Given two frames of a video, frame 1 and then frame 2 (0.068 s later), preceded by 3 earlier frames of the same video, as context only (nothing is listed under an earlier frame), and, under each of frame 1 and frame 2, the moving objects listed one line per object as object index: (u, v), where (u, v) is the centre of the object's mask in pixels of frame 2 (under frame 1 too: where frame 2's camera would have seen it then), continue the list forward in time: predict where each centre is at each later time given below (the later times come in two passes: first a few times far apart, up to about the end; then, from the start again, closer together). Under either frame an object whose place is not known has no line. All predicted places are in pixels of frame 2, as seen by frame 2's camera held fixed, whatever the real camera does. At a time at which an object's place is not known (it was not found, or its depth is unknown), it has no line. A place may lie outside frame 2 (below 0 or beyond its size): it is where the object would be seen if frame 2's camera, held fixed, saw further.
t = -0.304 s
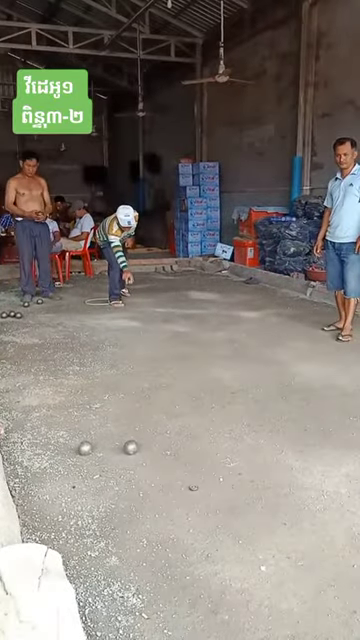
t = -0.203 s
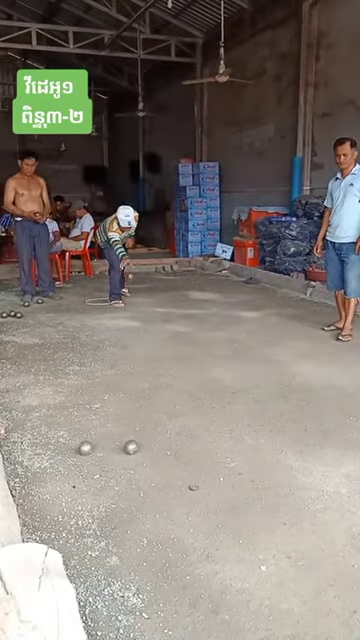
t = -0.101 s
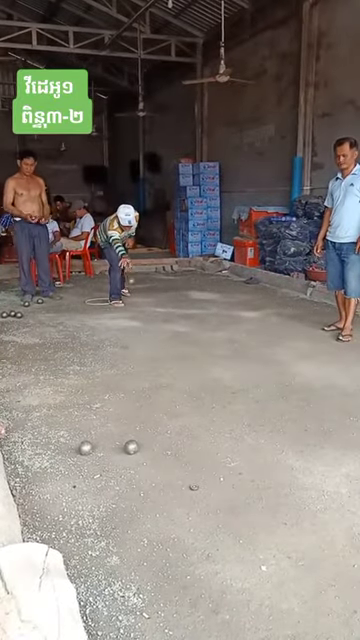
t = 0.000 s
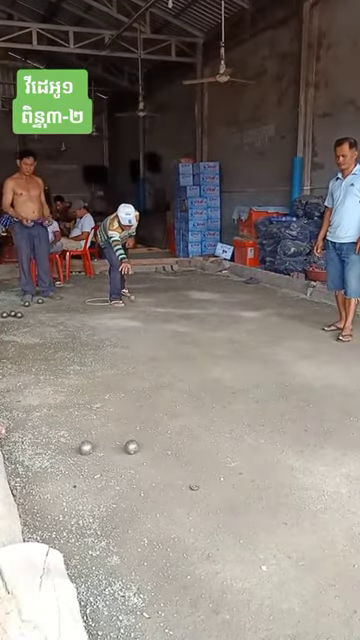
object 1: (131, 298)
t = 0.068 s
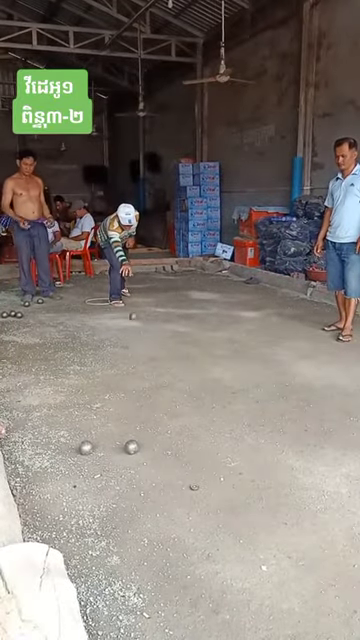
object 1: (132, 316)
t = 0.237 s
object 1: (135, 351)
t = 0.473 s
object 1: (135, 365)
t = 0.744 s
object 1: (139, 382)
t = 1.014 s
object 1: (143, 398)
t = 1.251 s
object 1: (152, 412)
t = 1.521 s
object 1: (165, 426)
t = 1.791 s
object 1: (176, 438)
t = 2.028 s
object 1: (184, 448)
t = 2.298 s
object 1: (194, 457)
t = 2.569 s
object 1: (199, 466)
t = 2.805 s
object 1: (200, 472)
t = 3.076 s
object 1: (203, 479)
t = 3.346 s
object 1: (203, 484)
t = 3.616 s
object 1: (202, 487)
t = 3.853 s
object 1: (203, 486)
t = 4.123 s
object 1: (203, 485)
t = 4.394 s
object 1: (203, 485)
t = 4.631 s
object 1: (203, 485)
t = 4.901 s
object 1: (203, 486)
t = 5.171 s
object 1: (203, 486)
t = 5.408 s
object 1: (204, 486)
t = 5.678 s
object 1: (203, 486)
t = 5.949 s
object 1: (204, 486)
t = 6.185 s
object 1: (203, 486)
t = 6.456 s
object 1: (203, 486)
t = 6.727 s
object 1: (203, 486)
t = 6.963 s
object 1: (203, 486)
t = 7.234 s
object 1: (204, 486)
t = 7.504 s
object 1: (203, 486)
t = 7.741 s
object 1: (204, 486)
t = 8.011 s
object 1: (203, 486)
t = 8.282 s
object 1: (203, 486)
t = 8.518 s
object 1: (203, 486)
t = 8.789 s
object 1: (203, 486)
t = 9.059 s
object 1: (203, 486)
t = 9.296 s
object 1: (203, 486)
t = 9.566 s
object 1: (204, 486)
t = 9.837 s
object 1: (204, 486)
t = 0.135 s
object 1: (133, 342)
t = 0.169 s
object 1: (134, 345)
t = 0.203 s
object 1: (134, 348)
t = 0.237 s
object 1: (135, 351)
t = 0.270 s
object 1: (135, 353)
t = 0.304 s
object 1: (135, 355)
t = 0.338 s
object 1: (135, 357)
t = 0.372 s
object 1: (135, 359)
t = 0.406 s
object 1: (135, 361)
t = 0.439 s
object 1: (135, 363)
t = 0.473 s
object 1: (135, 365)
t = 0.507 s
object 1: (135, 367)
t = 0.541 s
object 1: (136, 369)
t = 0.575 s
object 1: (136, 371)
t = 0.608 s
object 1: (136, 373)
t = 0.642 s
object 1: (137, 375)
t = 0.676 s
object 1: (138, 377)
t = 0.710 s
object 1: (138, 380)
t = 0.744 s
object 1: (139, 382)
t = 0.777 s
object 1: (139, 383)
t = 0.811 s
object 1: (139, 384)
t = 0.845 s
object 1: (140, 387)
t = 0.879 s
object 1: (140, 391)
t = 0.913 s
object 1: (140, 393)
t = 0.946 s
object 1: (141, 393)
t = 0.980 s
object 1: (142, 394)
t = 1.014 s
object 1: (143, 398)
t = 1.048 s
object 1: (144, 401)
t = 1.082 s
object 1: (145, 402)
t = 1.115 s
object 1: (146, 405)
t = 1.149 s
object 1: (147, 406)
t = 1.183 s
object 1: (149, 408)
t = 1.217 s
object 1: (151, 410)
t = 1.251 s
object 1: (152, 412)
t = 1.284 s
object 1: (154, 414)
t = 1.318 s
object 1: (156, 415)
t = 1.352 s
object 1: (157, 417)
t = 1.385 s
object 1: (158, 419)
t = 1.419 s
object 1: (160, 421)
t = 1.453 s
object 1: (161, 422)
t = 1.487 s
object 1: (163, 425)
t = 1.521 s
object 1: (165, 426)
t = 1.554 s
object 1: (167, 427)
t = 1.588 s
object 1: (168, 429)
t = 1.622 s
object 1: (169, 431)
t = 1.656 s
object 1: (170, 432)
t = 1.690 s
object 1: (172, 434)
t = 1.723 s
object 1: (173, 435)
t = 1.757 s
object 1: (174, 437)
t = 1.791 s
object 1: (176, 438)
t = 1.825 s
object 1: (177, 440)
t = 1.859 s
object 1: (178, 441)
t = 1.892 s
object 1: (179, 443)
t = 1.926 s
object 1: (181, 444)
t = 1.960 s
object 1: (182, 445)
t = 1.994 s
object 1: (183, 446)
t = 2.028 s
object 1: (184, 448)
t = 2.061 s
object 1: (186, 449)
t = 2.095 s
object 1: (187, 451)
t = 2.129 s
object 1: (188, 452)
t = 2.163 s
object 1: (189, 453)
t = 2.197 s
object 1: (190, 454)
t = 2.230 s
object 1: (192, 455)
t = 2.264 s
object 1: (193, 456)
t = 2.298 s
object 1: (194, 457)
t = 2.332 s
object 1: (195, 459)
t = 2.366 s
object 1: (196, 459)
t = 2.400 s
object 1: (197, 460)
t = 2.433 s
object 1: (198, 462)
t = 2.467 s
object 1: (198, 463)
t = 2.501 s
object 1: (198, 464)
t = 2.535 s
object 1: (199, 465)
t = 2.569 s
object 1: (199, 466)
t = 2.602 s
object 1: (199, 467)
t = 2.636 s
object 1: (199, 468)
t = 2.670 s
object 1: (199, 469)
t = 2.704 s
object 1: (200, 470)
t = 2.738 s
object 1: (200, 471)
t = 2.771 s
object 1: (200, 472)
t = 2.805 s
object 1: (200, 472)
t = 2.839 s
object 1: (200, 473)
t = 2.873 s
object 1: (200, 474)
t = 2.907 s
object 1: (201, 475)
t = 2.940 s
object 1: (201, 476)
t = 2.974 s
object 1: (201, 477)
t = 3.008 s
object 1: (202, 478)
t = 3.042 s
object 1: (203, 478)
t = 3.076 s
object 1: (203, 479)
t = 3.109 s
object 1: (204, 479)
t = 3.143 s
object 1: (203, 480)
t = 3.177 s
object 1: (203, 480)
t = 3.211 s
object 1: (203, 481)
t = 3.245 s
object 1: (203, 482)
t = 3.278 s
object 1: (203, 482)
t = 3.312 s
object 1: (203, 483)
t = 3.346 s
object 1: (203, 484)
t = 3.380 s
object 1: (203, 484)
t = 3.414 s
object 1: (203, 484)
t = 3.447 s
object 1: (203, 486)
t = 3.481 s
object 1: (203, 486)
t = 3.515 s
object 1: (203, 487)
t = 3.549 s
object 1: (202, 487)
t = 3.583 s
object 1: (202, 487)
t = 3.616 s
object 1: (202, 487)
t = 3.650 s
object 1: (202, 487)
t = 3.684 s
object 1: (202, 487)
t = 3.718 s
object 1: (202, 487)
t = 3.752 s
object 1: (202, 487)
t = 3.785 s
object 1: (203, 486)
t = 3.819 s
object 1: (203, 486)
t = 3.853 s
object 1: (203, 486)
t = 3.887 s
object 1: (203, 485)
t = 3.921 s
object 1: (203, 485)
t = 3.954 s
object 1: (203, 485)
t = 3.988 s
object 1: (203, 485)
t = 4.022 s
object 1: (203, 485)
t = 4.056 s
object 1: (203, 485)
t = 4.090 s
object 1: (203, 485)
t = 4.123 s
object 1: (203, 485)
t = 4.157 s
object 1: (203, 485)
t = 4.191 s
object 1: (203, 485)
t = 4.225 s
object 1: (203, 485)
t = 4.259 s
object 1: (203, 485)
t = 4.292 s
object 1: (203, 485)
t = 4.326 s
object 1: (203, 485)
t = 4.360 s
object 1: (203, 485)
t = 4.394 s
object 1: (203, 485)
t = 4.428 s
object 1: (203, 485)
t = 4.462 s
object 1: (203, 485)
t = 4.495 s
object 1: (203, 485)
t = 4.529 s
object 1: (203, 485)
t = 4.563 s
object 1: (203, 485)
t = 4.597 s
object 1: (203, 485)
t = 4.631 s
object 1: (203, 485)
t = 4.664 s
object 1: (203, 485)
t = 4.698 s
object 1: (203, 485)
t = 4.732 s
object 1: (203, 485)
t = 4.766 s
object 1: (203, 486)
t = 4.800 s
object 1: (203, 486)
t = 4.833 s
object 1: (203, 486)
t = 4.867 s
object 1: (203, 486)
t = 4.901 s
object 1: (203, 486)
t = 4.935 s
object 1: (203, 487)
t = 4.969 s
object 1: (203, 486)
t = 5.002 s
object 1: (203, 486)
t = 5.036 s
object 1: (203, 486)
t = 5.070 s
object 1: (203, 486)
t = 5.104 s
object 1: (203, 486)
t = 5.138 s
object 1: (203, 486)
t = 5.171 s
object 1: (203, 486)
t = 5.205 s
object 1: (203, 486)
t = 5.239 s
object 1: (203, 486)
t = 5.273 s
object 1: (203, 486)
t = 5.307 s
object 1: (203, 486)
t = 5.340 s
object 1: (203, 486)
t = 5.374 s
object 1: (203, 486)
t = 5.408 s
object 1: (204, 486)
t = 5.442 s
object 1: (203, 486)
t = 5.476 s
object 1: (203, 486)
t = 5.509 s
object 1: (203, 486)
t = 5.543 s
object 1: (203, 486)
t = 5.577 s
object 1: (203, 486)
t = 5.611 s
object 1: (203, 486)
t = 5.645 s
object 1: (203, 486)
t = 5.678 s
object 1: (203, 486)
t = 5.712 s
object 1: (203, 486)
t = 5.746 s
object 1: (203, 486)
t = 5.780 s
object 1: (203, 486)
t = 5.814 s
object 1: (203, 486)
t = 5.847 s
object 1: (203, 486)
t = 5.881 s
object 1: (204, 486)
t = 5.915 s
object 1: (203, 486)
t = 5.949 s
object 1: (204, 486)
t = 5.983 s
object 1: (203, 486)
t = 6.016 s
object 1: (203, 486)
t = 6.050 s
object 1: (203, 486)
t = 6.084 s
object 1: (203, 486)
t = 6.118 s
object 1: (203, 486)
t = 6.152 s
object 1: (203, 486)
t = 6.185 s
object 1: (203, 486)
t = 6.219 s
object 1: (203, 486)
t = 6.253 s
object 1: (203, 486)
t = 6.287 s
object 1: (203, 486)
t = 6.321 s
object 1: (203, 486)
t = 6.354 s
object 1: (203, 486)
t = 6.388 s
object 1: (203, 486)
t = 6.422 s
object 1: (203, 486)
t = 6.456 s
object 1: (203, 486)
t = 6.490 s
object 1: (203, 486)
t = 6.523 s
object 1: (203, 486)
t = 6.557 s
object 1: (203, 486)
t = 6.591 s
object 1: (203, 486)
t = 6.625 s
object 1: (203, 486)
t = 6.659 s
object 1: (203, 486)
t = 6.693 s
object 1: (203, 486)
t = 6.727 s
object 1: (203, 486)
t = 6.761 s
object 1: (203, 486)
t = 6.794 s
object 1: (204, 486)
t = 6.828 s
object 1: (203, 486)
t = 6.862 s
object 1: (204, 486)
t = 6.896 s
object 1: (203, 486)
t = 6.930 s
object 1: (203, 486)
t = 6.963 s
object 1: (203, 486)
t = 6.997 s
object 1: (203, 486)
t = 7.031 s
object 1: (203, 486)
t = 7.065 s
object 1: (203, 486)
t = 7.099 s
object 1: (203, 486)
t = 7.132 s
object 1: (203, 486)
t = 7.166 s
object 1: (203, 486)
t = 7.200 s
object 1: (203, 486)
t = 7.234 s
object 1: (204, 486)
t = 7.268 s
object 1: (203, 486)
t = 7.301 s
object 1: (204, 486)
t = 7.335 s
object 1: (203, 486)
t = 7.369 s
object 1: (203, 486)
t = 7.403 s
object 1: (203, 486)
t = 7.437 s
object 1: (203, 486)
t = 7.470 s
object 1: (203, 486)
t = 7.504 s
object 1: (203, 486)
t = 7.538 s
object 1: (203, 486)
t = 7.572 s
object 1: (203, 486)
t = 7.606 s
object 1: (203, 486)
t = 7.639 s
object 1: (203, 486)
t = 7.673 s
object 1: (203, 486)
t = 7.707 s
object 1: (203, 486)
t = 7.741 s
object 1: (204, 486)
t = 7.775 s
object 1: (204, 486)
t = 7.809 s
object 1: (204, 486)
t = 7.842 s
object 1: (204, 486)
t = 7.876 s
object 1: (204, 486)
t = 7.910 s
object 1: (204, 486)
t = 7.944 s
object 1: (204, 486)
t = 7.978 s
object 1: (203, 486)
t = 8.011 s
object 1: (203, 486)
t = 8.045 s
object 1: (203, 486)
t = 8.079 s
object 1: (203, 486)
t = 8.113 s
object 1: (203, 486)
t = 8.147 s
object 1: (203, 486)
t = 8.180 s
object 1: (203, 486)
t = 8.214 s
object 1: (204, 486)
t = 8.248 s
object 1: (203, 486)
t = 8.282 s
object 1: (203, 486)
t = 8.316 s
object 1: (203, 486)
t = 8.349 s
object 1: (203, 486)
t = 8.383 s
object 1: (203, 486)
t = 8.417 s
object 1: (203, 486)
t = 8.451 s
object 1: (203, 486)
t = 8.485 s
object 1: (203, 486)
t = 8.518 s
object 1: (203, 486)
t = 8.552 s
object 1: (203, 486)
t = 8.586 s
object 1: (203, 486)
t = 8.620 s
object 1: (203, 486)
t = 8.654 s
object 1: (203, 486)
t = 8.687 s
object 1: (203, 486)
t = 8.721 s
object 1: (203, 486)
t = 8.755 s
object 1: (203, 486)
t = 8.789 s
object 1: (203, 486)
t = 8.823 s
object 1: (203, 486)
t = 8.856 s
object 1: (203, 486)
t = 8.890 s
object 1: (203, 486)
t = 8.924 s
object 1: (203, 486)
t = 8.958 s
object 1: (203, 486)
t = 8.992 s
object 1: (203, 486)
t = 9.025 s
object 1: (203, 486)
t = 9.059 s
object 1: (203, 486)
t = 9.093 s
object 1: (203, 486)
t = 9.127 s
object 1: (203, 486)
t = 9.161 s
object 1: (203, 486)
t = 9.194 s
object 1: (203, 486)
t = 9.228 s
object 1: (203, 486)
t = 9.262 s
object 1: (203, 486)
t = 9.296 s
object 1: (203, 486)
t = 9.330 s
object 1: (203, 486)
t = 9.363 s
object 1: (203, 486)
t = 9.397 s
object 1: (204, 486)
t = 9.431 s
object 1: (203, 486)
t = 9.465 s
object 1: (203, 486)
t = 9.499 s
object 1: (204, 486)
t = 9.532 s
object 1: (203, 486)
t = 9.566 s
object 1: (204, 486)
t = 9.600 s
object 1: (204, 486)
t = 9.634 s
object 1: (203, 486)
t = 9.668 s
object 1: (203, 486)
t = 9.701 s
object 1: (204, 486)
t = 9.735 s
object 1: (204, 486)
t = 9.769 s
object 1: (204, 486)
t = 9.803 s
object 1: (204, 486)
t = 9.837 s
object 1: (204, 486)
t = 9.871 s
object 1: (204, 486)
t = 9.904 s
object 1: (204, 486)
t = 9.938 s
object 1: (203, 486)
